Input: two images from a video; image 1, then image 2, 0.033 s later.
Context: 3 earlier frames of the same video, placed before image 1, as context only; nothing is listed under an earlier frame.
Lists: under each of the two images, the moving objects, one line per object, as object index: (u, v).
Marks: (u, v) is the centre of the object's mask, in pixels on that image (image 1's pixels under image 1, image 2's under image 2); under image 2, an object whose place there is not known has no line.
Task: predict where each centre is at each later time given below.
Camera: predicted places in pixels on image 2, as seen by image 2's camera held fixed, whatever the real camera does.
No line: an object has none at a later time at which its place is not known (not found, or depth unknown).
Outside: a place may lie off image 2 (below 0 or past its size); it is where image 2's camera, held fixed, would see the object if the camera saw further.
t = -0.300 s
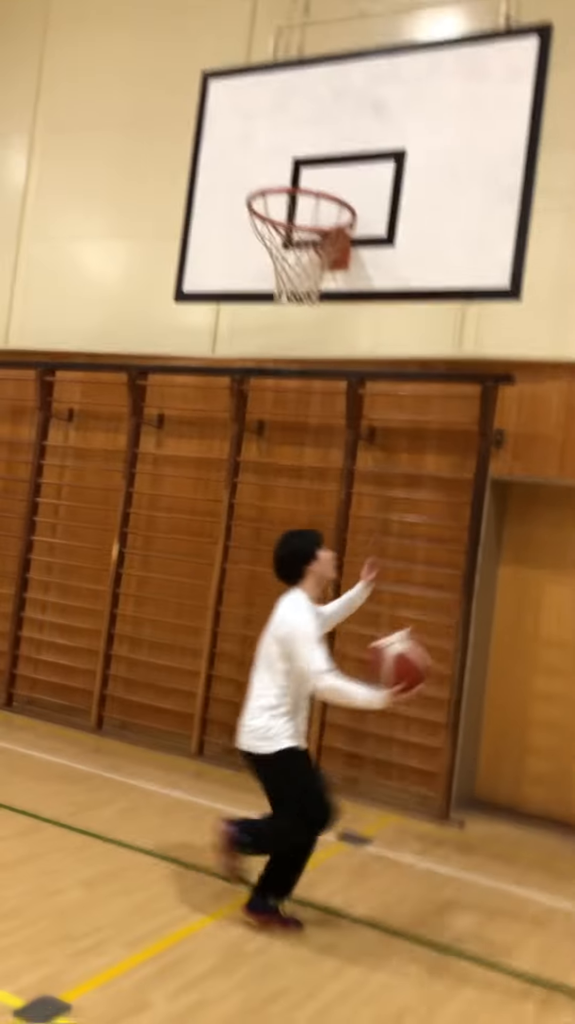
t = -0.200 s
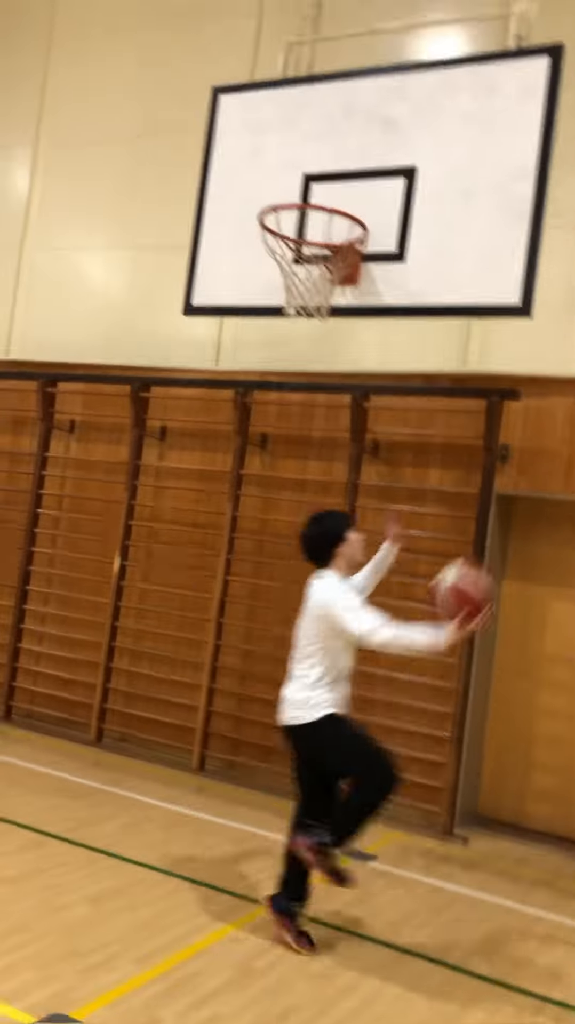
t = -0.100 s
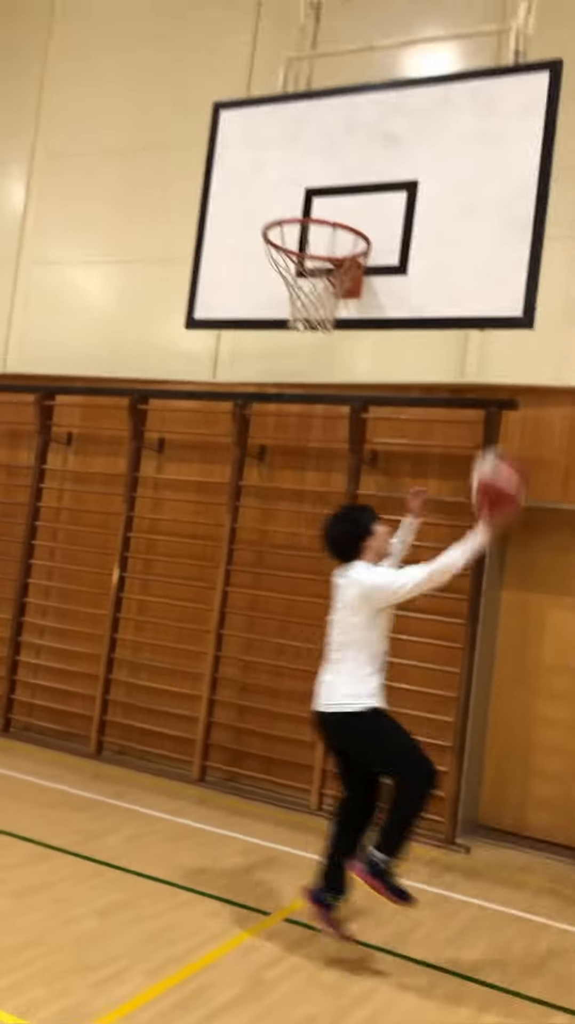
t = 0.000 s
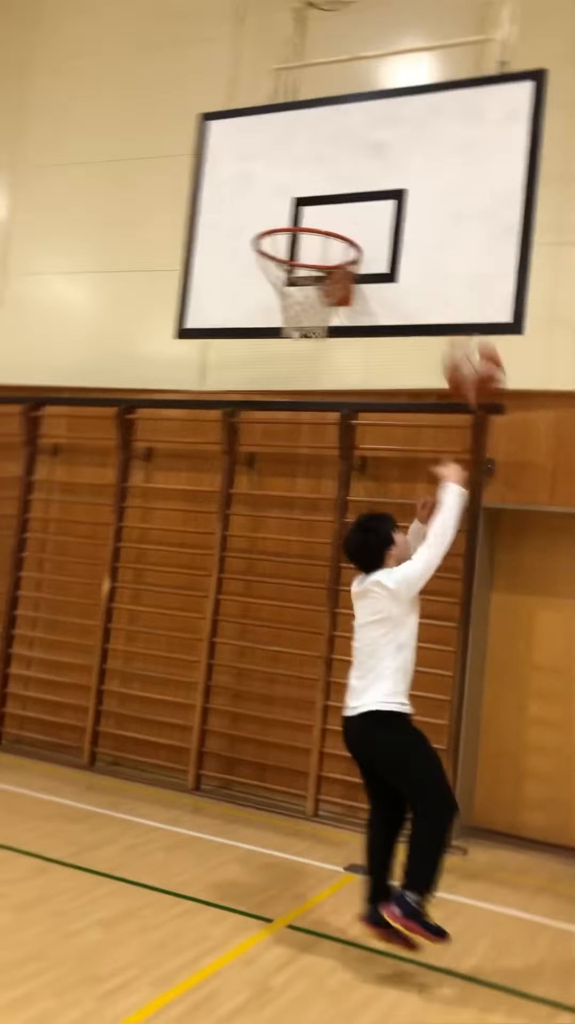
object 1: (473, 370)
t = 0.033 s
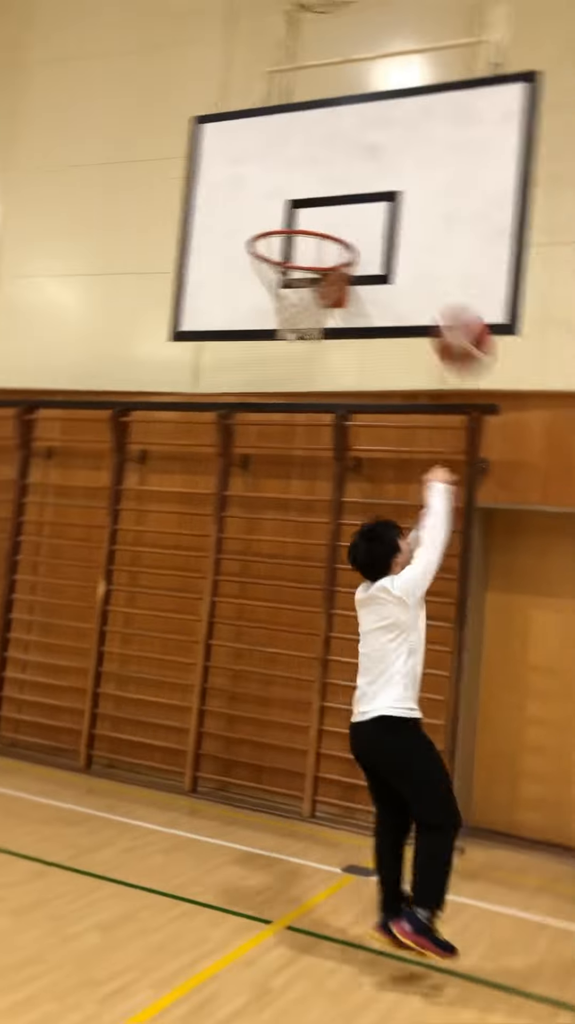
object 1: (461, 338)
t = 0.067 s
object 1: (455, 311)
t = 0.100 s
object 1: (448, 286)
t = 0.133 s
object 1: (442, 264)
